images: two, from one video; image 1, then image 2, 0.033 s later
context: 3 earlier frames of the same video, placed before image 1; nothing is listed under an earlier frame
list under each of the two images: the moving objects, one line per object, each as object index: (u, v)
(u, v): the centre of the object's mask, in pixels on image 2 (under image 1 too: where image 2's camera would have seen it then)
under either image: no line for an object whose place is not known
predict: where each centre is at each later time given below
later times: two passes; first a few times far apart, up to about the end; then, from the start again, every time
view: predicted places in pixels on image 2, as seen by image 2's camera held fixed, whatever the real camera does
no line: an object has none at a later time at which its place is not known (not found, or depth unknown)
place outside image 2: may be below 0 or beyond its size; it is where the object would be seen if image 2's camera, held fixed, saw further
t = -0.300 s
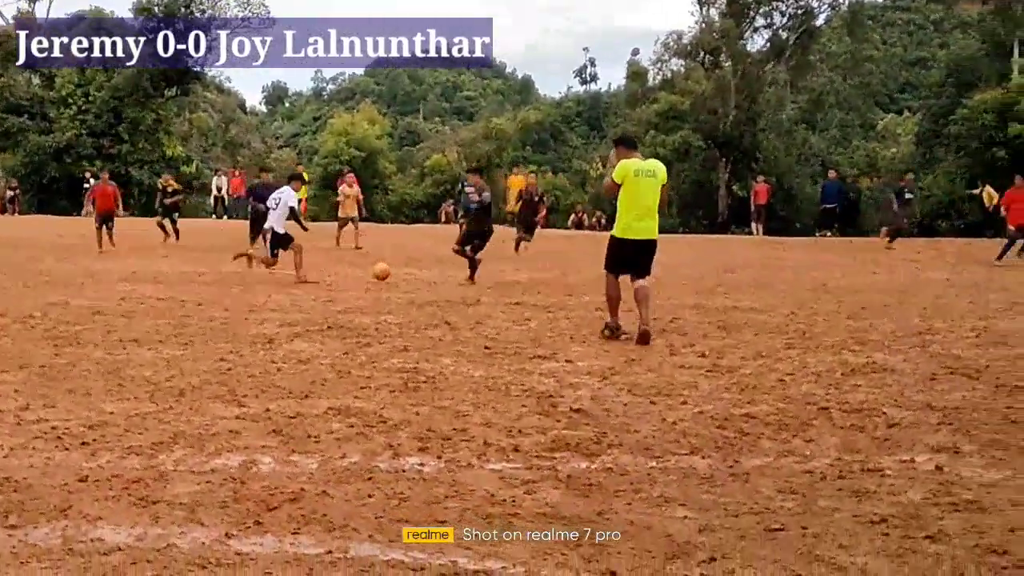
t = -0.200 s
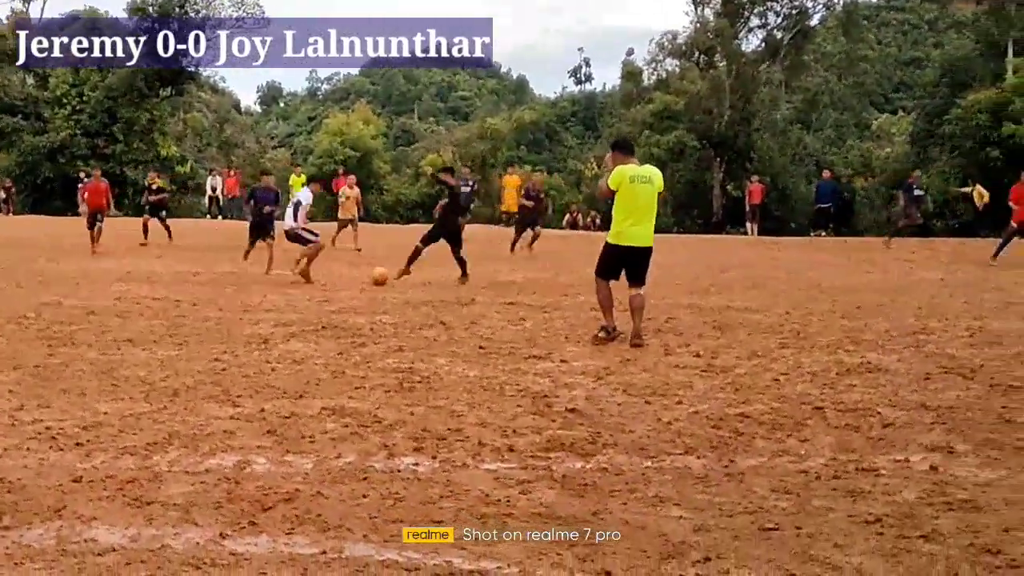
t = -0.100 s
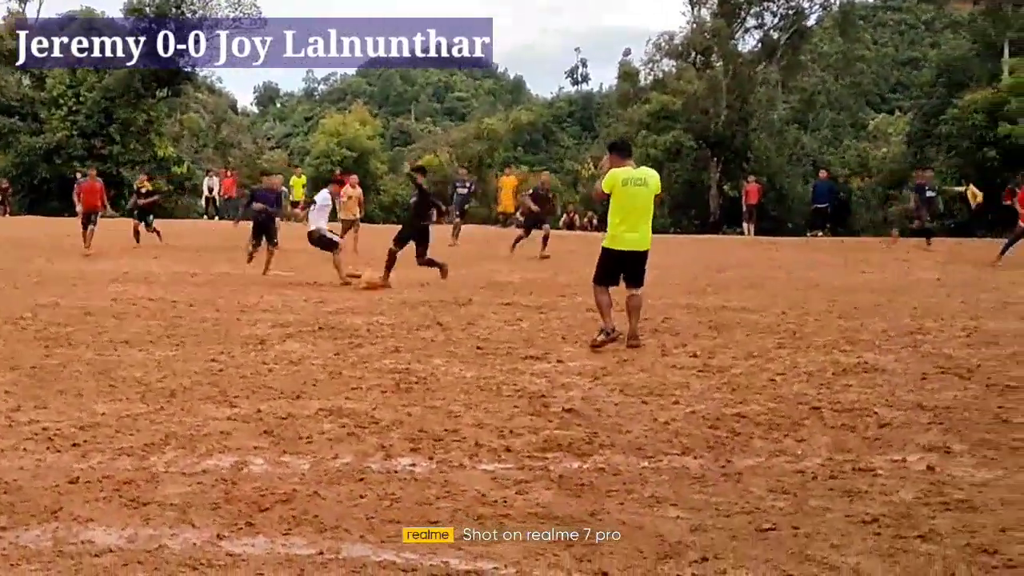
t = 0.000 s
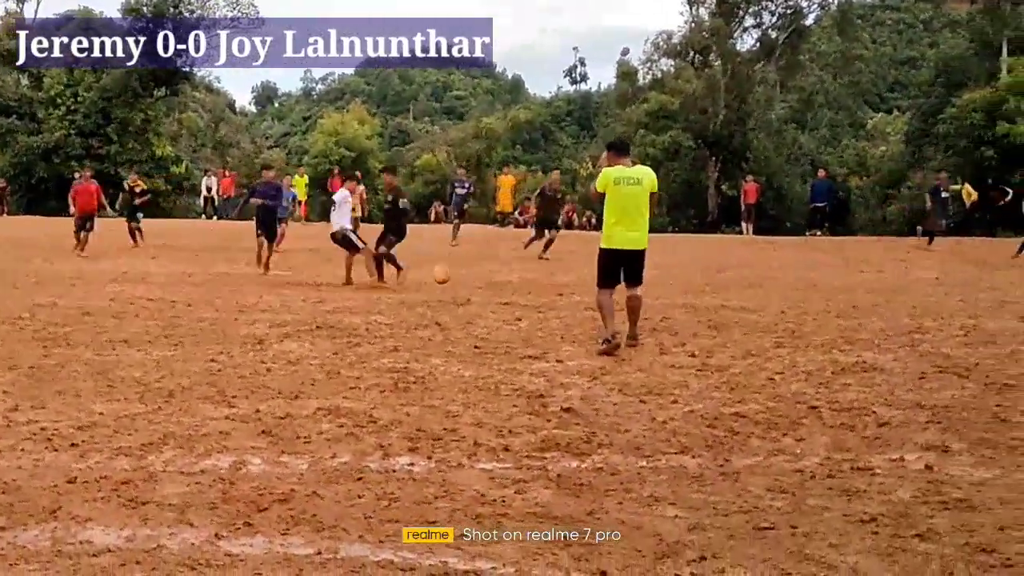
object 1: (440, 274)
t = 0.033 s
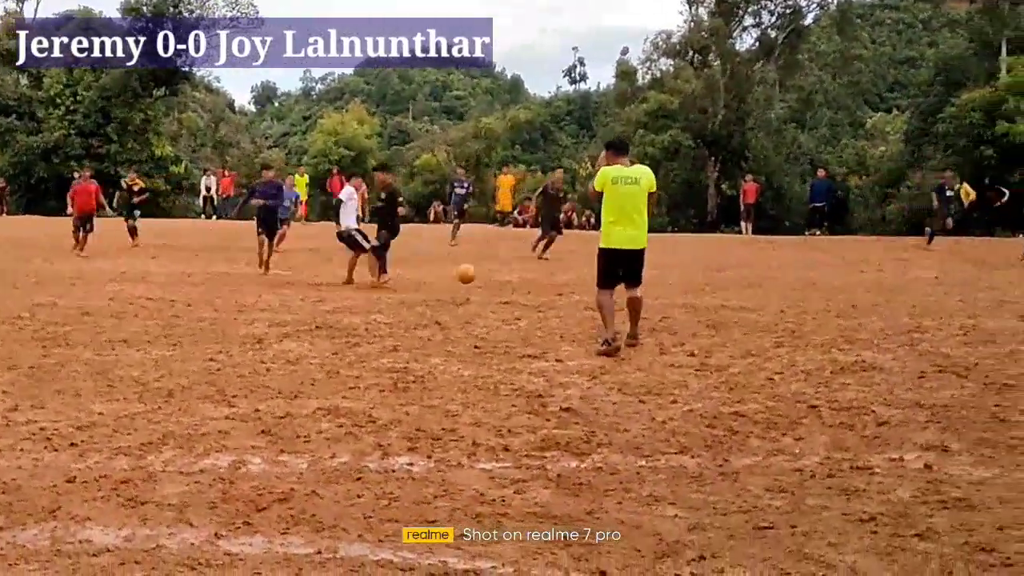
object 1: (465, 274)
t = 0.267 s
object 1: (650, 291)
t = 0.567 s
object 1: (883, 300)
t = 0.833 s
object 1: (1102, 310)
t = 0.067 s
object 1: (491, 275)
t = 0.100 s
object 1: (517, 278)
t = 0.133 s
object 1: (544, 280)
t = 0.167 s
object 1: (571, 285)
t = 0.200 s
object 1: (594, 293)
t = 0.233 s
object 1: (620, 294)
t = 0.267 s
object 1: (650, 291)
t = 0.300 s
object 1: (675, 291)
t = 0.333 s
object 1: (700, 292)
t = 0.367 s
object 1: (727, 295)
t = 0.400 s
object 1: (754, 298)
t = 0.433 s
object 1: (779, 299)
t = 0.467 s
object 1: (805, 300)
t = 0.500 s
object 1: (832, 302)
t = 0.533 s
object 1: (857, 303)
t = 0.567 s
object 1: (883, 300)
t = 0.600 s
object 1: (909, 301)
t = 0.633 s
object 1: (936, 301)
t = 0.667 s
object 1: (963, 304)
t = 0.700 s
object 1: (989, 308)
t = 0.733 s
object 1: (1018, 309)
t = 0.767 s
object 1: (1046, 310)
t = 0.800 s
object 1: (1075, 310)
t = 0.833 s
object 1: (1102, 310)
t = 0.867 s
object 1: (1132, 309)
